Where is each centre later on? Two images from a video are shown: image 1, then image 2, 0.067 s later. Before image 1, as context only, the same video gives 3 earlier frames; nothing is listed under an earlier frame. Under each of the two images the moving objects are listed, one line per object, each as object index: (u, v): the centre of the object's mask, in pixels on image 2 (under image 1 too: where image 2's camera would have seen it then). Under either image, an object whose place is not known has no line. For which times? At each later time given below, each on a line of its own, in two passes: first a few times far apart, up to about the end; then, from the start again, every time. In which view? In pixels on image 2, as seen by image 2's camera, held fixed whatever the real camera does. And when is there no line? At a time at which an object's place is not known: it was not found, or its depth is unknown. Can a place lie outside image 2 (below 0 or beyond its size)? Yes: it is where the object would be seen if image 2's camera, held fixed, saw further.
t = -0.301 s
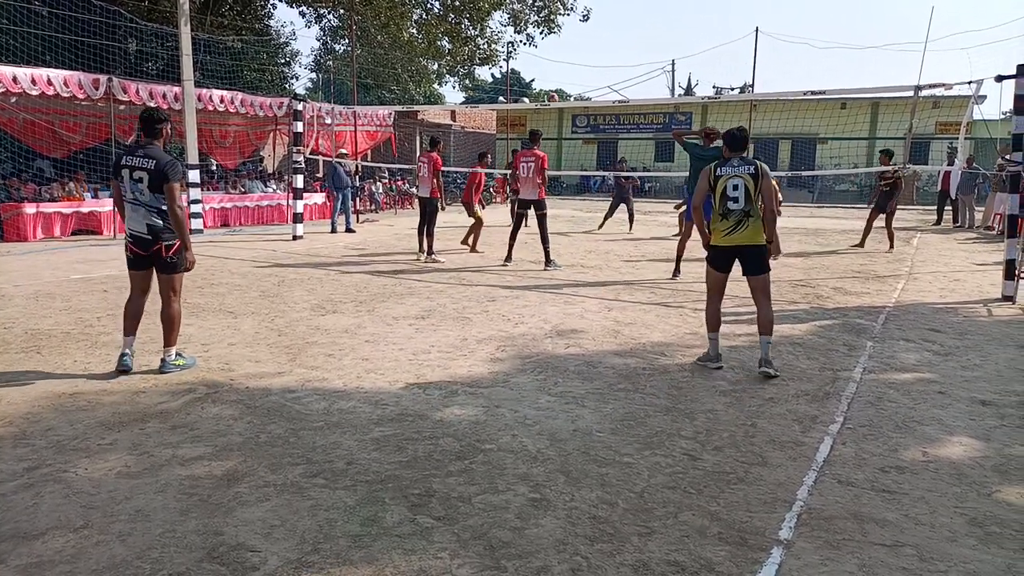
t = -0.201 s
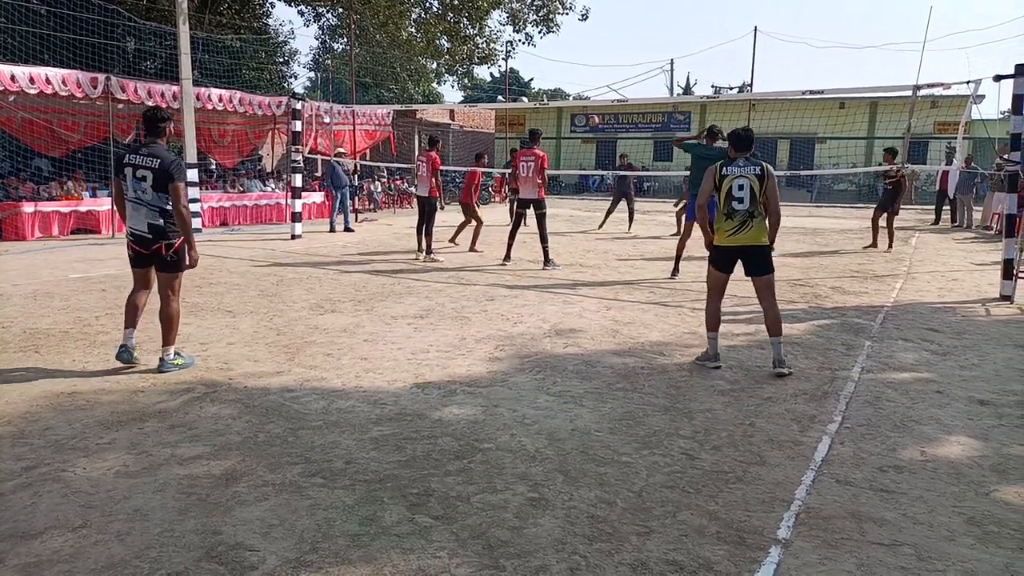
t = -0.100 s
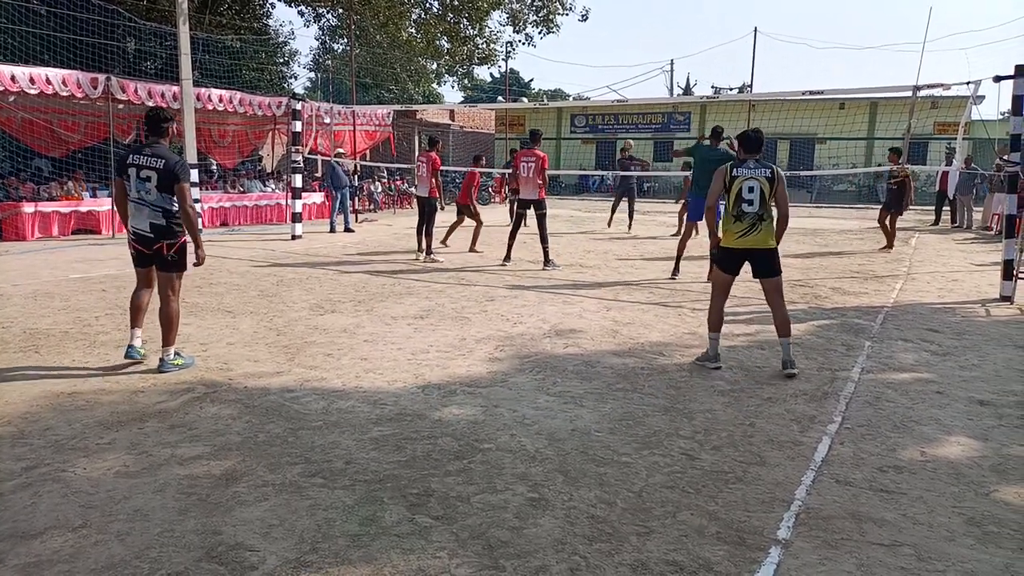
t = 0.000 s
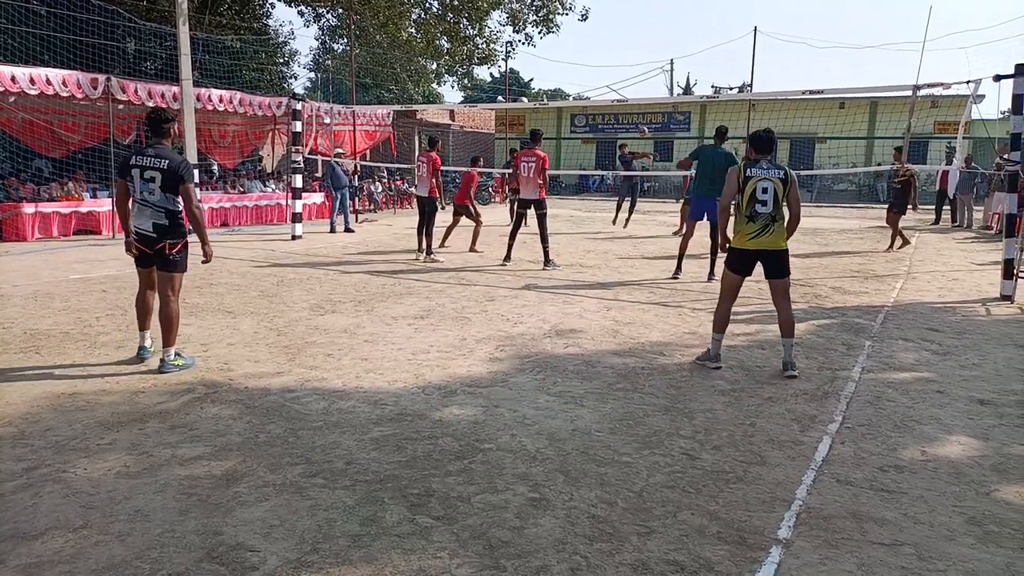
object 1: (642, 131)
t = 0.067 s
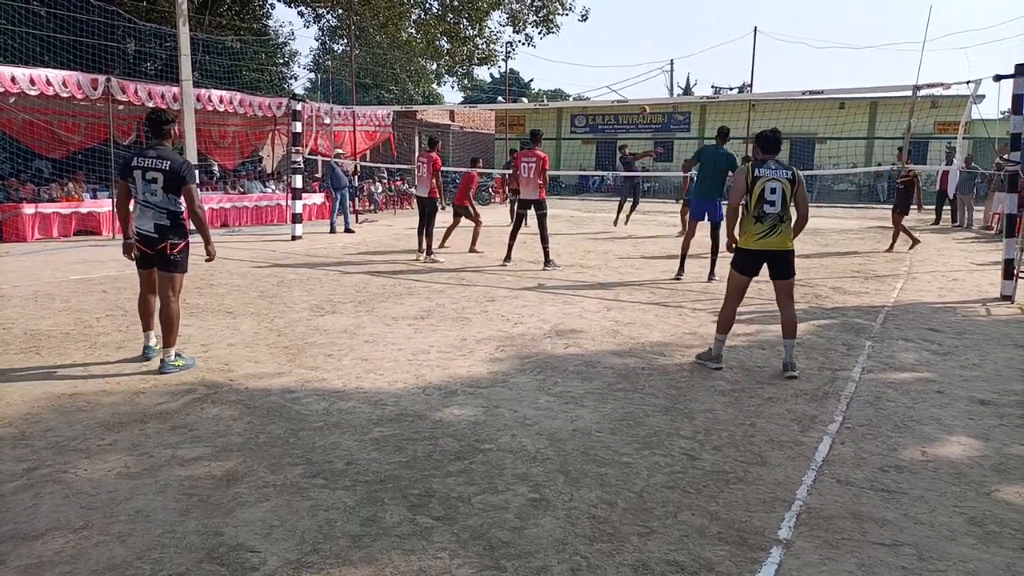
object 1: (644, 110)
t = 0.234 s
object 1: (646, 65)
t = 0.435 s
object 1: (649, 27)
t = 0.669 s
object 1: (653, 9)
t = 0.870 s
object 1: (654, 15)
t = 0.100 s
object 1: (643, 97)
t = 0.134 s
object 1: (644, 91)
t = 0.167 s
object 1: (645, 81)
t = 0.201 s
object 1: (646, 73)
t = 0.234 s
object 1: (646, 65)
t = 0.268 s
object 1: (647, 57)
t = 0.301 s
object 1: (647, 50)
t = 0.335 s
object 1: (648, 44)
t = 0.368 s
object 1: (649, 38)
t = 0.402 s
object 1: (649, 32)
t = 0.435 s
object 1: (649, 27)
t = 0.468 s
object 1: (650, 23)
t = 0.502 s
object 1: (650, 19)
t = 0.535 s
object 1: (651, 16)
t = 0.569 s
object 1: (651, 13)
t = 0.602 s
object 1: (652, 11)
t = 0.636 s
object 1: (652, 10)
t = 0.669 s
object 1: (653, 9)
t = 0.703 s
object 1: (653, 8)
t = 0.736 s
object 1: (653, 9)
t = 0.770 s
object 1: (653, 9)
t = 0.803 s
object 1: (654, 11)
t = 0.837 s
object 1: (654, 13)
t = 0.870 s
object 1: (654, 15)
